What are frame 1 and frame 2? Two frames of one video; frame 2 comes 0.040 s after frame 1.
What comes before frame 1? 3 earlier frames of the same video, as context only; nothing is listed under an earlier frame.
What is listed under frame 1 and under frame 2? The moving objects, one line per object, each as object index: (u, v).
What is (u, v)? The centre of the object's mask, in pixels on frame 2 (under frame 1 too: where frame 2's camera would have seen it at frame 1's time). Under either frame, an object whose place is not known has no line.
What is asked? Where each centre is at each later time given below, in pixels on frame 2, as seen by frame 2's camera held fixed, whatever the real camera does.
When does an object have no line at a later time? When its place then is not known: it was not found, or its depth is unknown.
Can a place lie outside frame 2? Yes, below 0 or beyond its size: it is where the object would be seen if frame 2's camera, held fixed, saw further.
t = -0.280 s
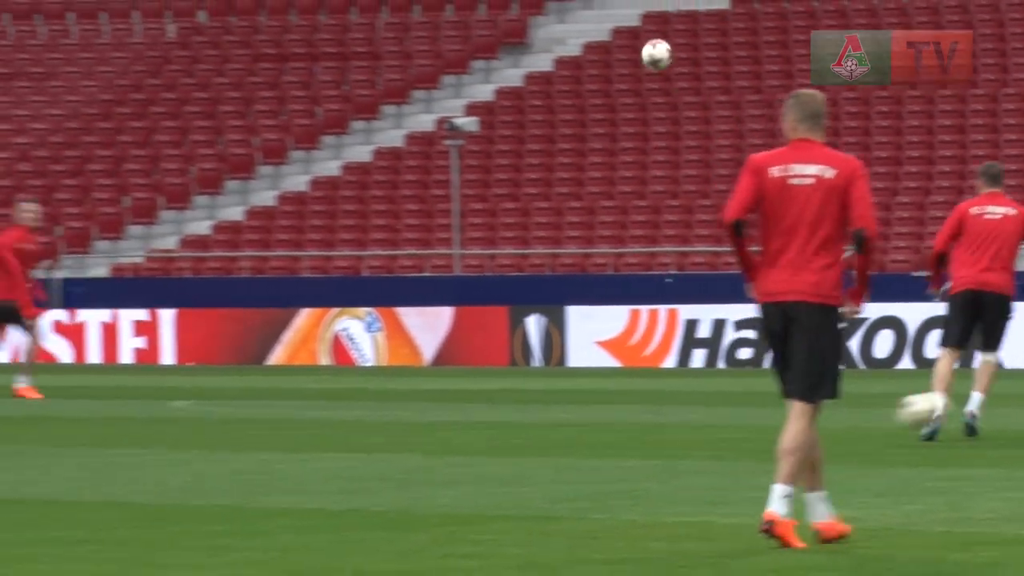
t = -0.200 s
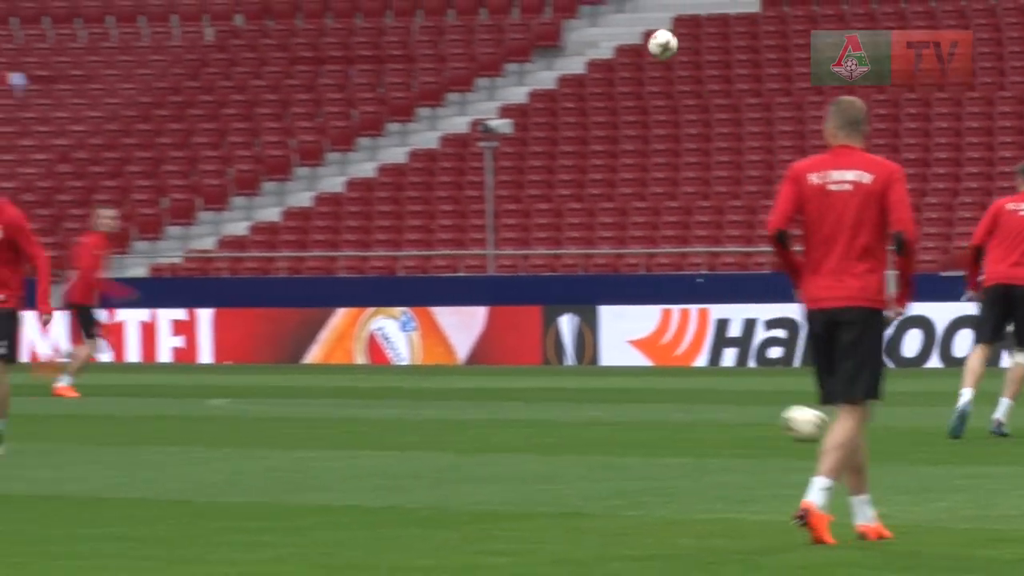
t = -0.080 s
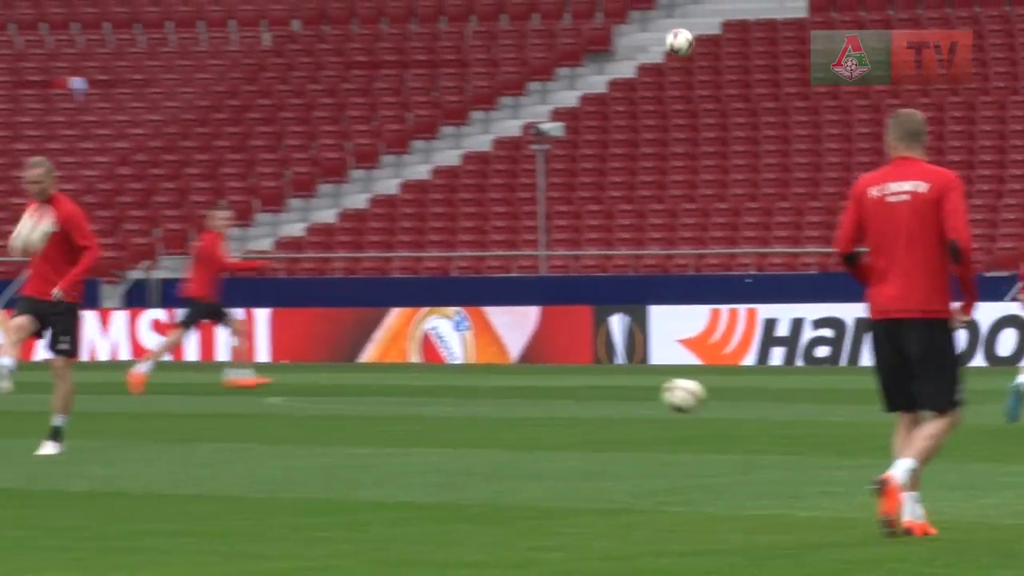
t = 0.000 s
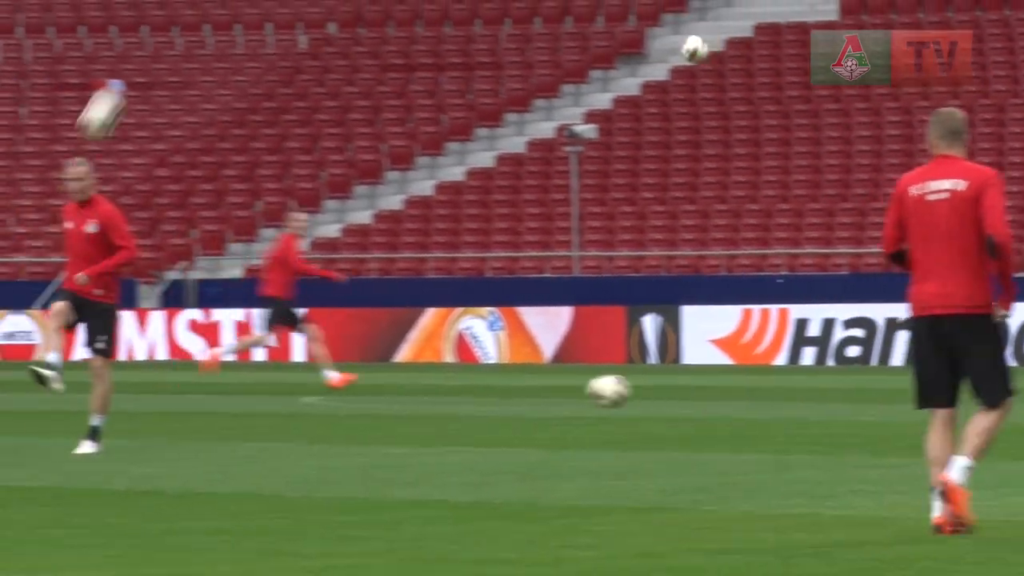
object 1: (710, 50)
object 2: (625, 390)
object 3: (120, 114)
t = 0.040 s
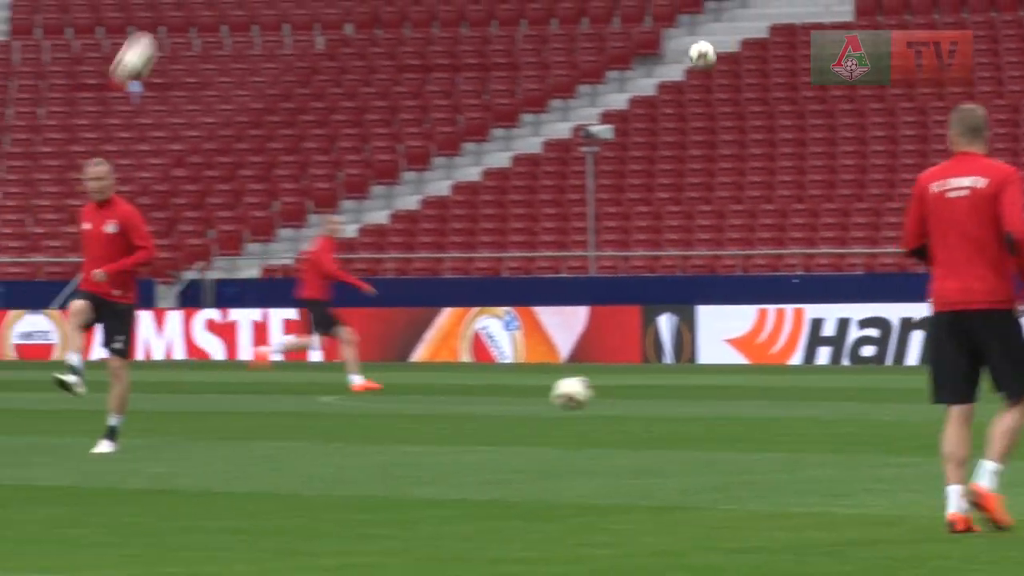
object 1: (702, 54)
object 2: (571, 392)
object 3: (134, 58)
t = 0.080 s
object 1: (695, 61)
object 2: (521, 397)
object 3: (148, 11)
